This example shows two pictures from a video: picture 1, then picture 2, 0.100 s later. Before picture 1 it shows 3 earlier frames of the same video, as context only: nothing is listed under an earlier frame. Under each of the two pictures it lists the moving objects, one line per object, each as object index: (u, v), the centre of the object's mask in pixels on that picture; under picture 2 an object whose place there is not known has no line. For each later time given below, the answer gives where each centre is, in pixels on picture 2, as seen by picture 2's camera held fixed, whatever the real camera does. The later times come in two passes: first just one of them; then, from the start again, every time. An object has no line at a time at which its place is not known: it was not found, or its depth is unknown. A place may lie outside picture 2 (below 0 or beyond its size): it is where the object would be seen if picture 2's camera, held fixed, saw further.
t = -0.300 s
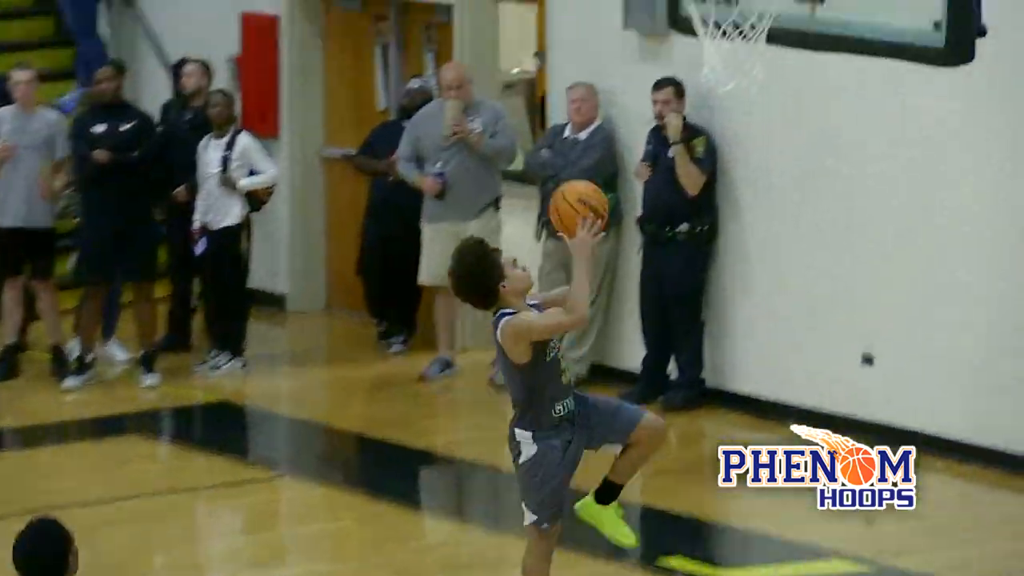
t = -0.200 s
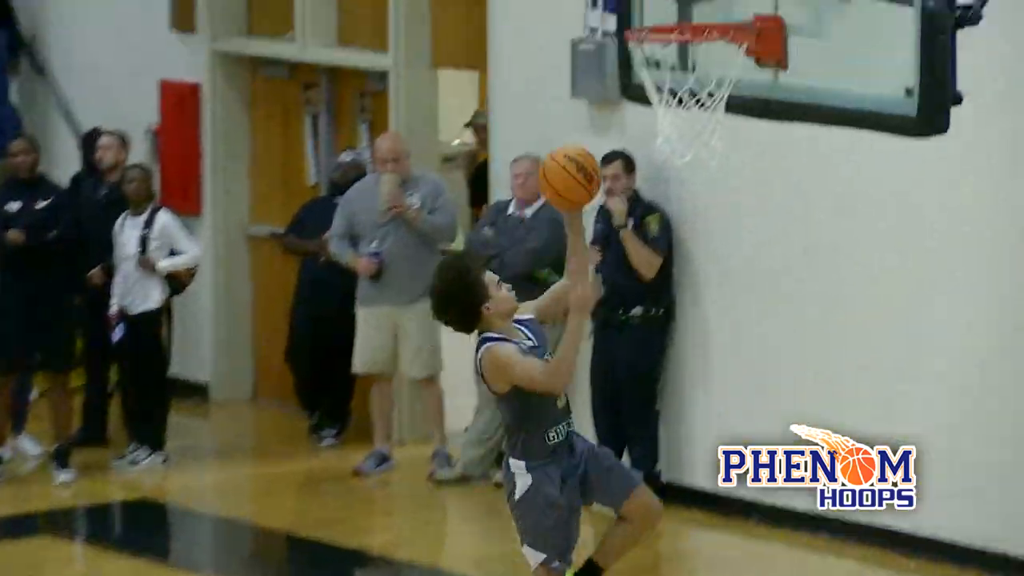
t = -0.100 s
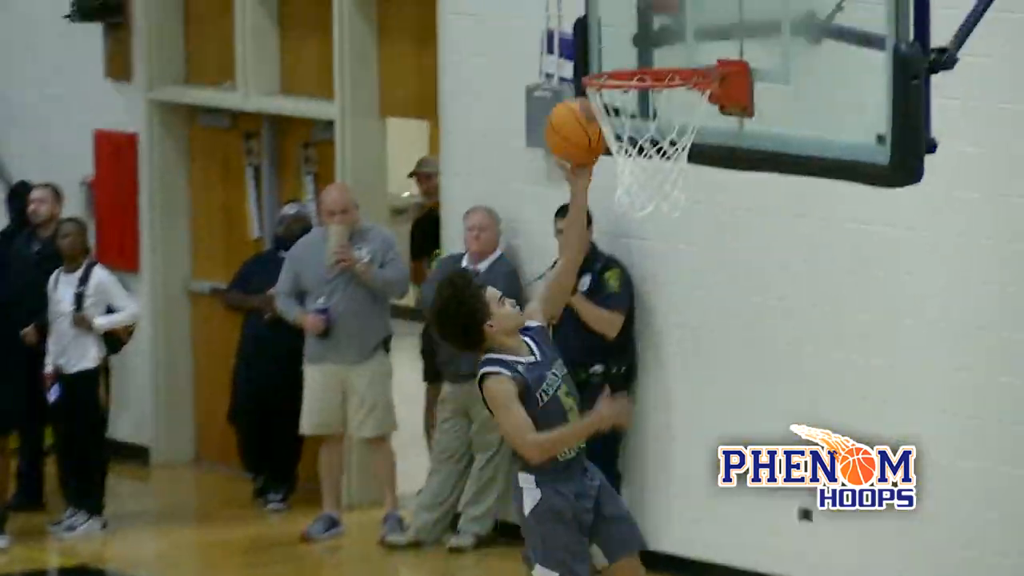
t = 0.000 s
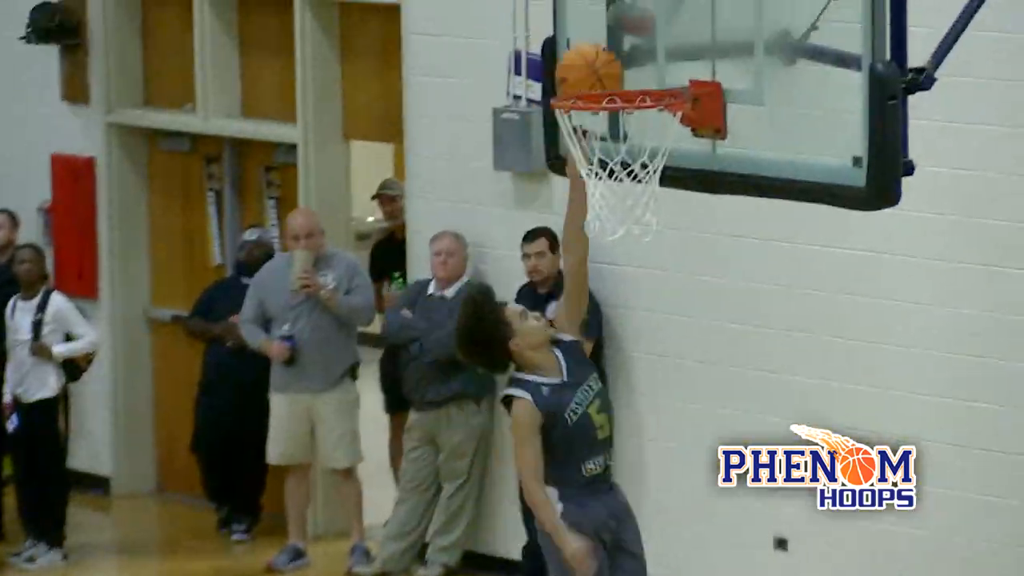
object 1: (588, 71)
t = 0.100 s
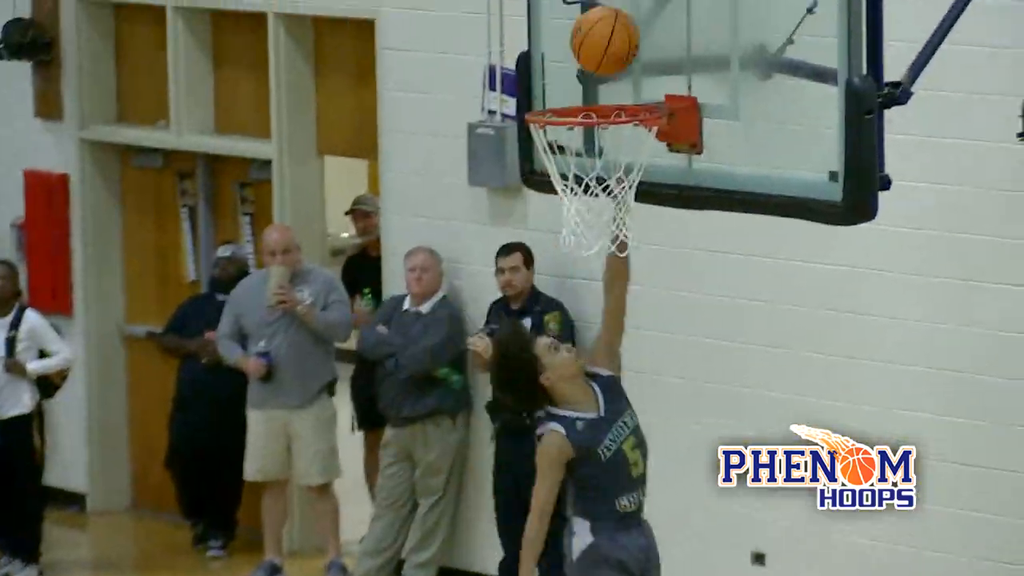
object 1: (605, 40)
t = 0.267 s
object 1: (606, 19)
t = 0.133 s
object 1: (615, 29)
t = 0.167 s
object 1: (612, 23)
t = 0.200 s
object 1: (610, 19)
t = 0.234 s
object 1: (608, 18)
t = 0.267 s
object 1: (606, 19)
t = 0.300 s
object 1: (604, 21)
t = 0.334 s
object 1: (602, 25)
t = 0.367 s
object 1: (600, 33)
